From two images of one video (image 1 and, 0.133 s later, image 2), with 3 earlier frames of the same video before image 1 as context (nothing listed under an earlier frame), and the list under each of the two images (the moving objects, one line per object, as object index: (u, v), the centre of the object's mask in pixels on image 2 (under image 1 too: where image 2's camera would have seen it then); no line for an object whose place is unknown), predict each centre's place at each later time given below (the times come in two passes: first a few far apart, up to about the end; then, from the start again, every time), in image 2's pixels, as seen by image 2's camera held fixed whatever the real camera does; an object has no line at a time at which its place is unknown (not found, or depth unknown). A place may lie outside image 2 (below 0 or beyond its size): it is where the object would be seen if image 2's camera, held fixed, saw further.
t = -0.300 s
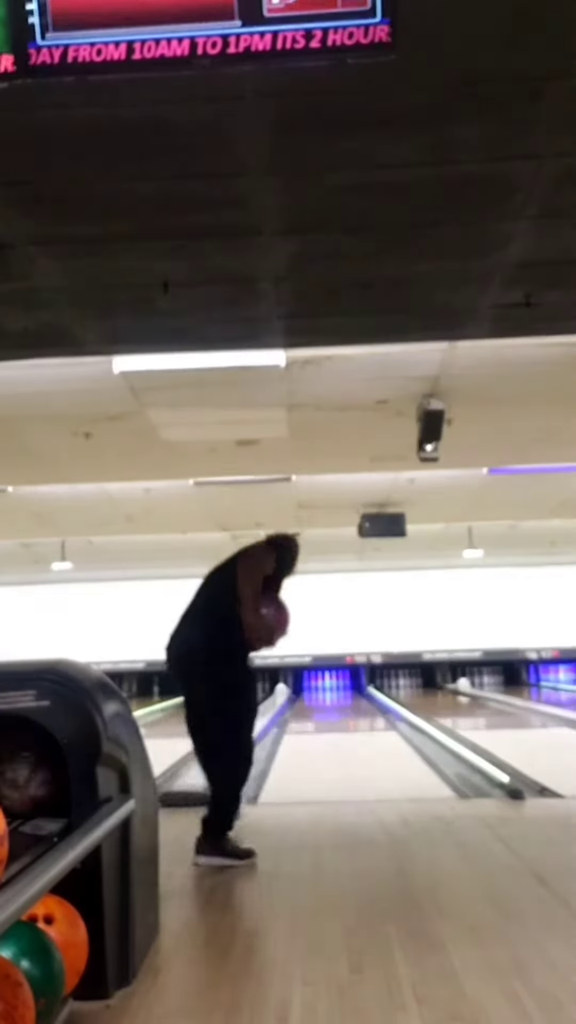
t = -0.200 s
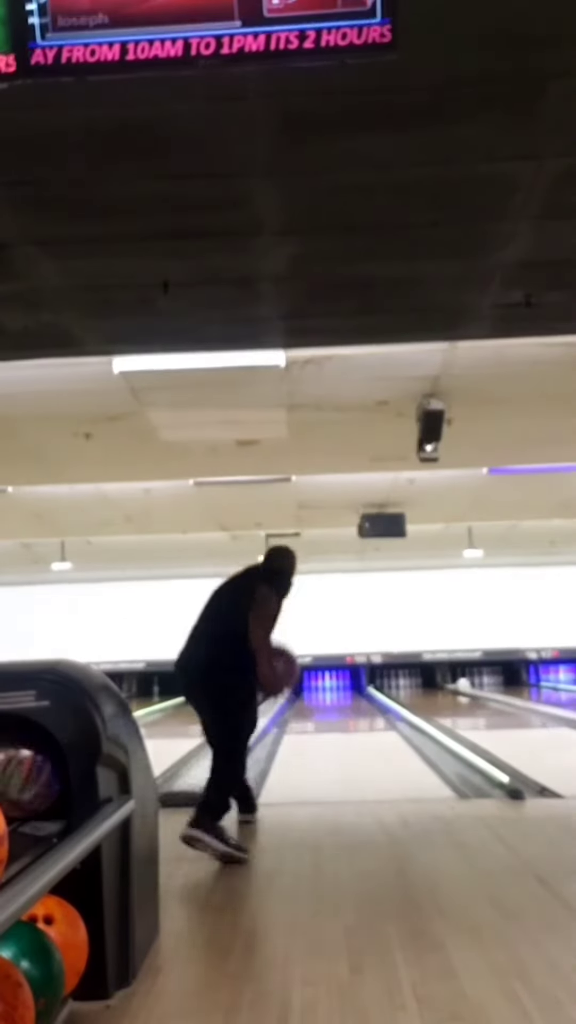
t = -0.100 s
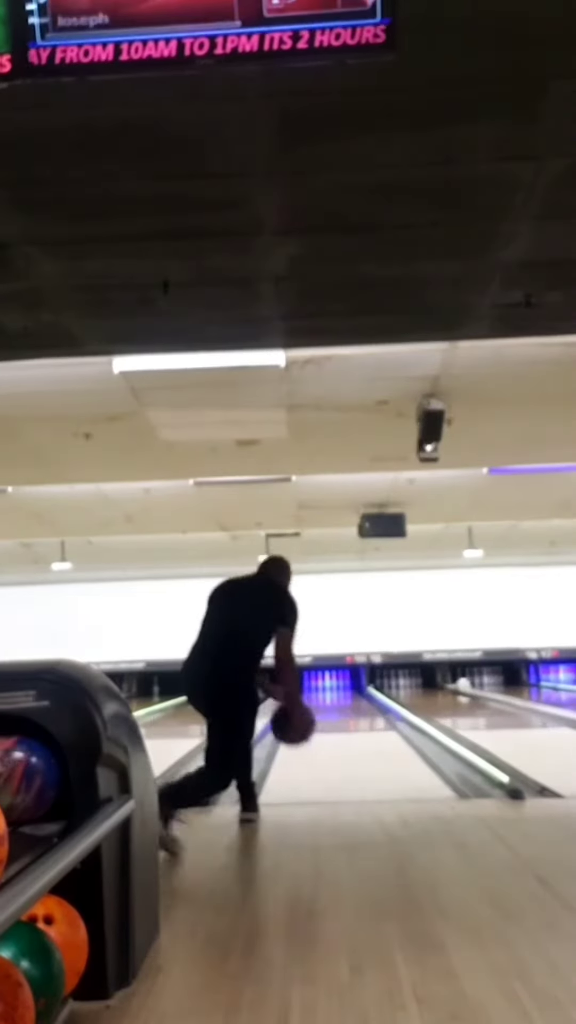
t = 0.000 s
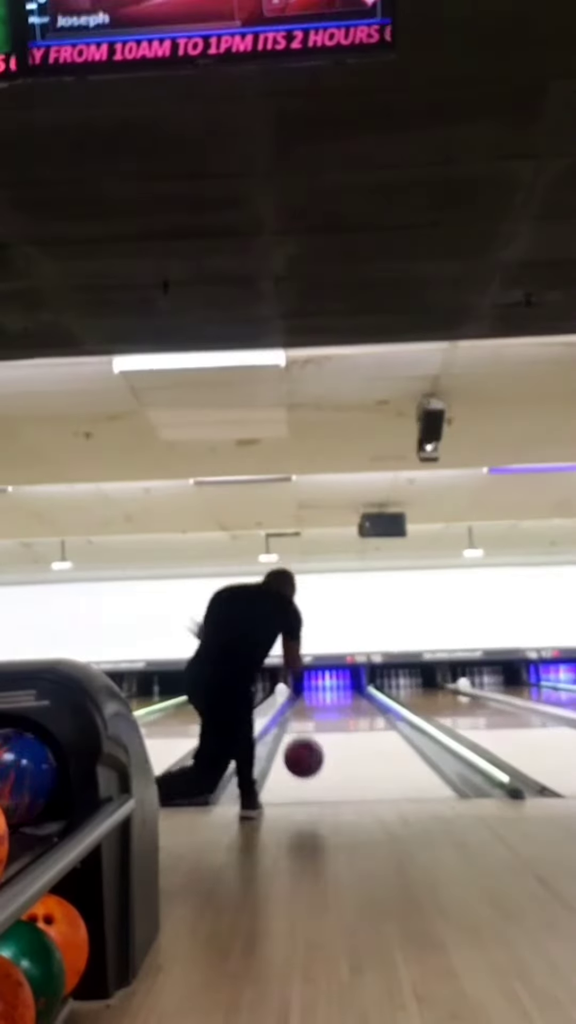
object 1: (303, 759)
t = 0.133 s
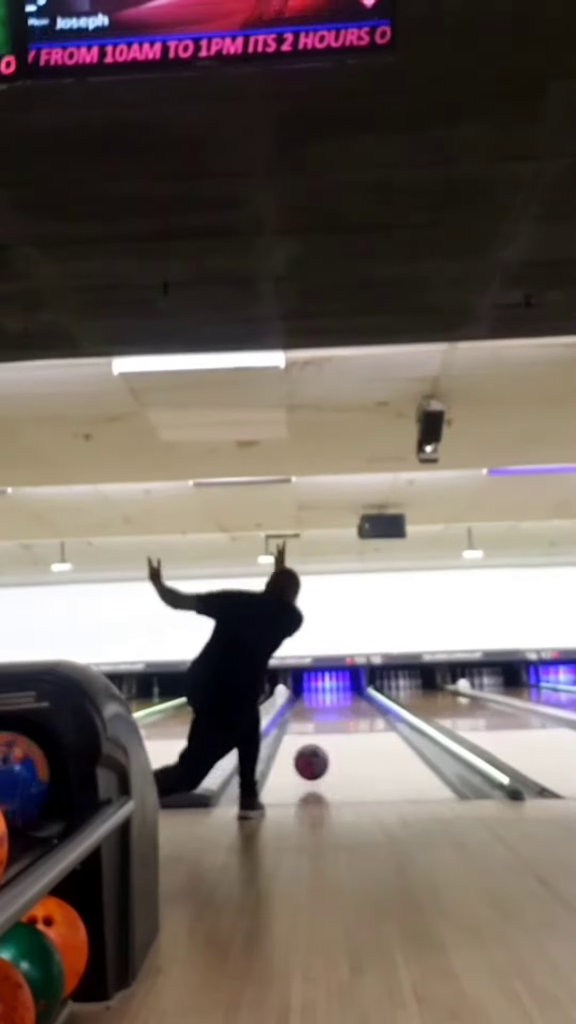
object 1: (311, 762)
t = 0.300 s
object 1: (318, 750)
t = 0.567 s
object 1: (325, 730)
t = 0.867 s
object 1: (330, 718)
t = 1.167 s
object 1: (332, 708)
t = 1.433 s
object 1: (334, 702)
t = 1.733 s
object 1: (334, 697)
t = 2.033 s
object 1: (333, 693)
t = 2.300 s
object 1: (332, 690)
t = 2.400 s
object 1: (331, 689)
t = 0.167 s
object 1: (313, 759)
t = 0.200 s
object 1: (314, 759)
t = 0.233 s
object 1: (316, 756)
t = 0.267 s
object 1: (317, 753)
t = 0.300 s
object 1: (318, 750)
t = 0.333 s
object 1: (319, 747)
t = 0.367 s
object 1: (320, 744)
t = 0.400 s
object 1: (321, 741)
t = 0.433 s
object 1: (322, 739)
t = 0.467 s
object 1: (323, 737)
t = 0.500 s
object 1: (324, 734)
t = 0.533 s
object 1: (325, 732)
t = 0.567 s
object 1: (325, 730)
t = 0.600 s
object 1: (326, 729)
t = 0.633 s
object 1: (326, 727)
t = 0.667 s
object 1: (327, 726)
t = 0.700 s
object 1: (327, 724)
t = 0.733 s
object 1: (328, 723)
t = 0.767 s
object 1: (328, 722)
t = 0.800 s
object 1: (329, 721)
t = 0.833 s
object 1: (329, 720)
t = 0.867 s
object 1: (330, 718)
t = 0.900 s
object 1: (330, 717)
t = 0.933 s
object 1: (330, 716)
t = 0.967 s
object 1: (330, 715)
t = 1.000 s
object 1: (331, 713)
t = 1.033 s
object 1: (331, 712)
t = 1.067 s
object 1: (332, 711)
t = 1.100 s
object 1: (332, 710)
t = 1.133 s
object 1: (333, 709)
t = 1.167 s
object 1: (332, 708)
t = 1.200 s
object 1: (332, 707)
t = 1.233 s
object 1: (333, 707)
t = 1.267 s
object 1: (333, 706)
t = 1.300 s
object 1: (333, 705)
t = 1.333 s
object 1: (334, 704)
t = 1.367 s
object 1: (333, 704)
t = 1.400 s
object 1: (334, 703)
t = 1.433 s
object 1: (334, 702)
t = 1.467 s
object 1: (334, 702)
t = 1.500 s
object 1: (334, 701)
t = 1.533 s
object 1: (334, 700)
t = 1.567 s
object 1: (334, 700)
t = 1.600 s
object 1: (334, 699)
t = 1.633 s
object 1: (333, 699)
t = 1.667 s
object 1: (334, 698)
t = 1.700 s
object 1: (334, 698)
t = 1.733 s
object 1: (334, 697)
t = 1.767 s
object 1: (334, 697)
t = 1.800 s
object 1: (334, 696)
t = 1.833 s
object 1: (334, 696)
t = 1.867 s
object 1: (334, 695)
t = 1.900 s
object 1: (335, 695)
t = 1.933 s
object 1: (334, 694)
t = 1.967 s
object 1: (334, 694)
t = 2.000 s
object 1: (333, 693)
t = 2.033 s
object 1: (333, 693)
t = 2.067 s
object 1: (333, 693)
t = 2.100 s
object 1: (333, 692)
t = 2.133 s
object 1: (333, 691)
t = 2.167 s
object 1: (333, 691)
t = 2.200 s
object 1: (333, 691)
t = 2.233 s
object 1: (332, 691)
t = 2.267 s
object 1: (333, 691)
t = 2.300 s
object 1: (332, 690)
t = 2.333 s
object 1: (332, 690)
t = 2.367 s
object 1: (332, 689)
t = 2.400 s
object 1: (331, 689)
